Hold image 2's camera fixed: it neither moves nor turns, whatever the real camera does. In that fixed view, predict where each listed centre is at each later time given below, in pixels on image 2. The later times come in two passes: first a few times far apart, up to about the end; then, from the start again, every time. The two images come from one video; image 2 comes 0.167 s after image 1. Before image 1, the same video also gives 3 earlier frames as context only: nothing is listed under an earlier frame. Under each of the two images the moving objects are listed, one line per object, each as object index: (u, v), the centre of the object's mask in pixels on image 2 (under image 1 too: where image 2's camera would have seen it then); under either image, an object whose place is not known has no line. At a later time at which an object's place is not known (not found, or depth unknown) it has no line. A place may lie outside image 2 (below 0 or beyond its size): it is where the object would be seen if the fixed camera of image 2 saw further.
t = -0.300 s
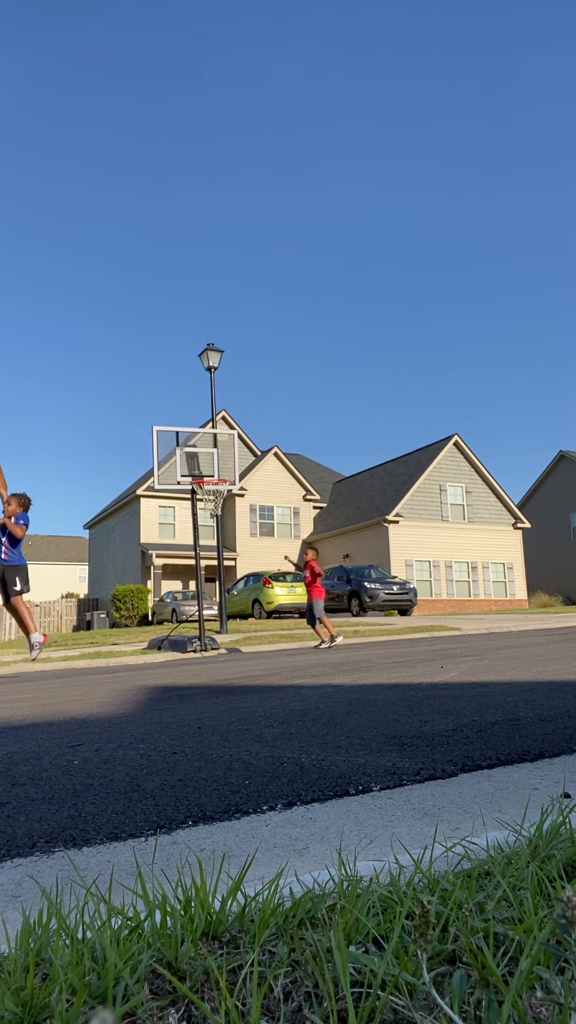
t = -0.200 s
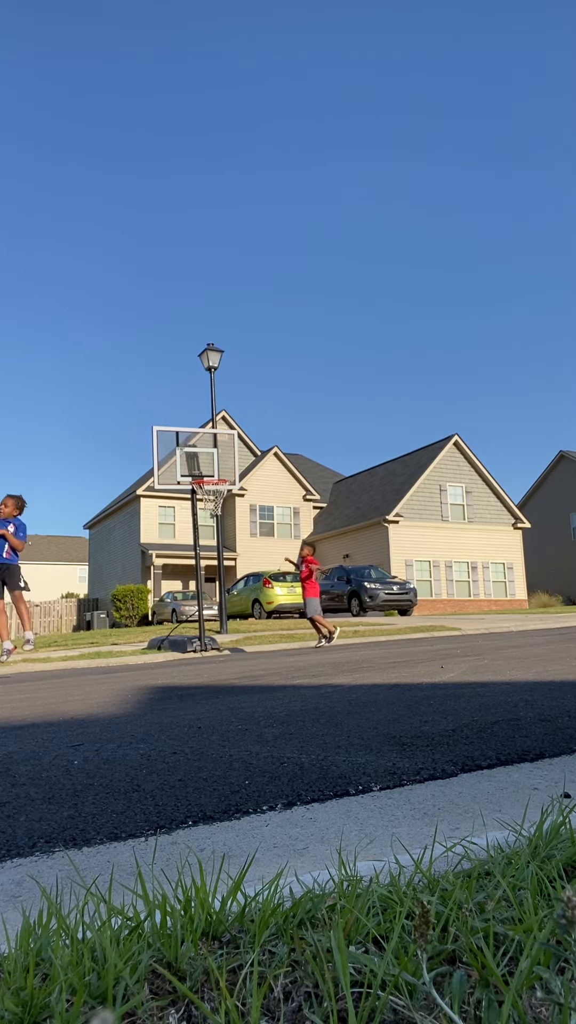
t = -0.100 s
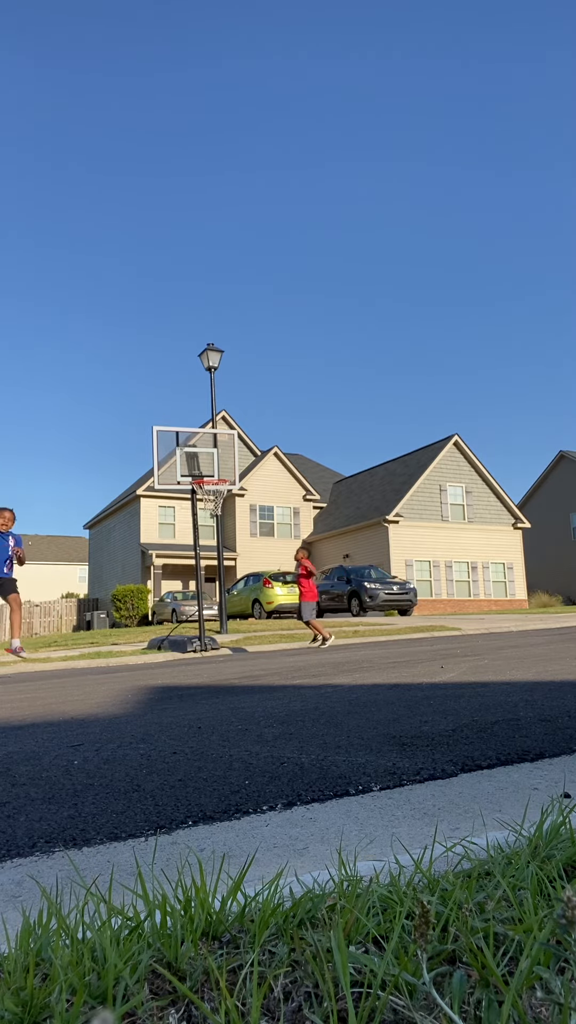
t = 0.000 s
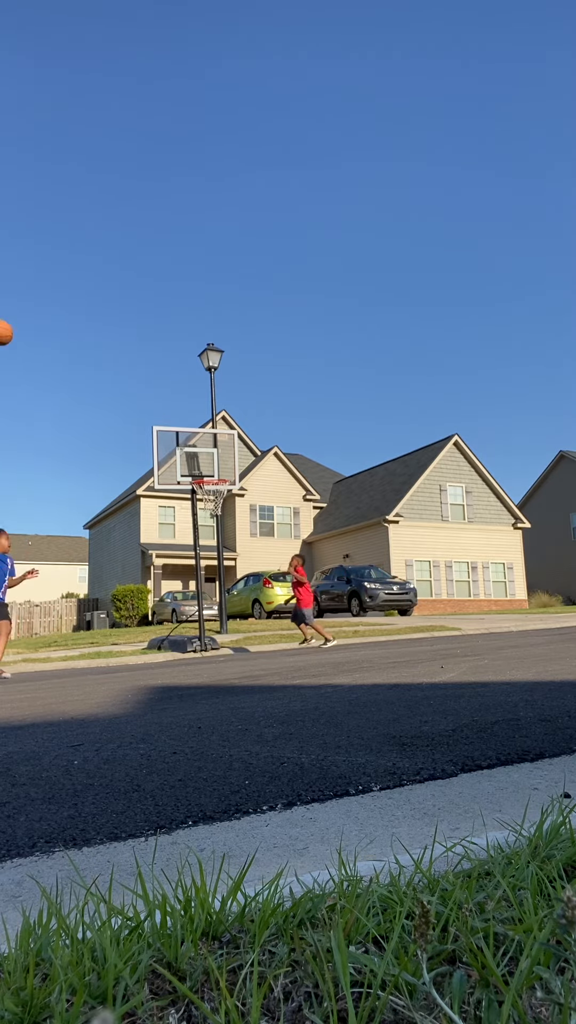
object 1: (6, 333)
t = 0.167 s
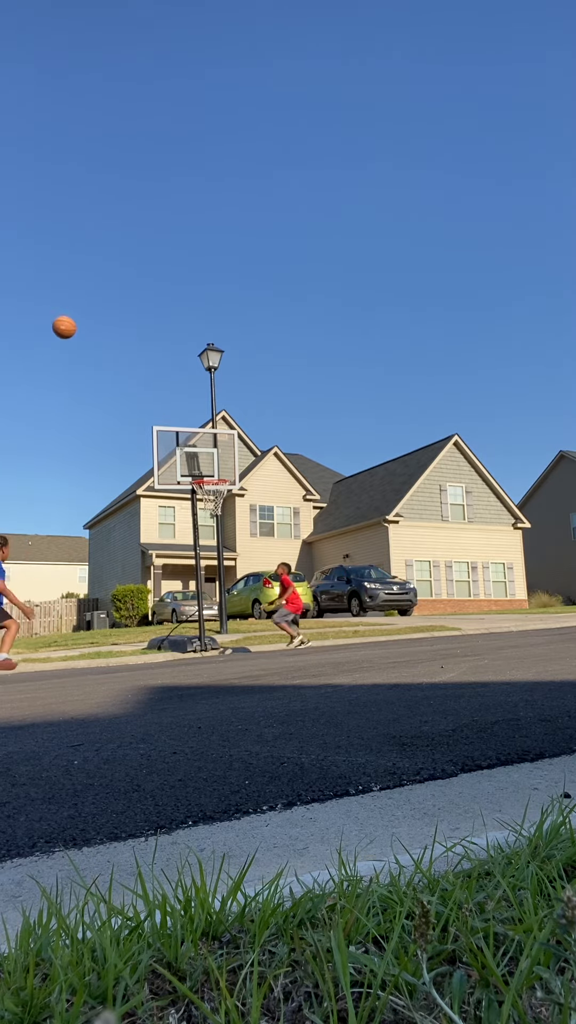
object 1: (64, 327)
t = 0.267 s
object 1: (97, 335)
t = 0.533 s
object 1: (169, 388)
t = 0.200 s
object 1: (75, 329)
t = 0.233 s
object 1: (86, 331)
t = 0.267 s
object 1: (97, 335)
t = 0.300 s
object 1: (107, 339)
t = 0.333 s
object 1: (117, 344)
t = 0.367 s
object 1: (126, 350)
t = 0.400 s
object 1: (135, 356)
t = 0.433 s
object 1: (144, 363)
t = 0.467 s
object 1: (153, 371)
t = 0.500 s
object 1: (161, 379)
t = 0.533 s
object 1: (169, 388)
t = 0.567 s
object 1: (177, 397)
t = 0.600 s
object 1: (184, 407)
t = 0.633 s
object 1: (192, 418)
